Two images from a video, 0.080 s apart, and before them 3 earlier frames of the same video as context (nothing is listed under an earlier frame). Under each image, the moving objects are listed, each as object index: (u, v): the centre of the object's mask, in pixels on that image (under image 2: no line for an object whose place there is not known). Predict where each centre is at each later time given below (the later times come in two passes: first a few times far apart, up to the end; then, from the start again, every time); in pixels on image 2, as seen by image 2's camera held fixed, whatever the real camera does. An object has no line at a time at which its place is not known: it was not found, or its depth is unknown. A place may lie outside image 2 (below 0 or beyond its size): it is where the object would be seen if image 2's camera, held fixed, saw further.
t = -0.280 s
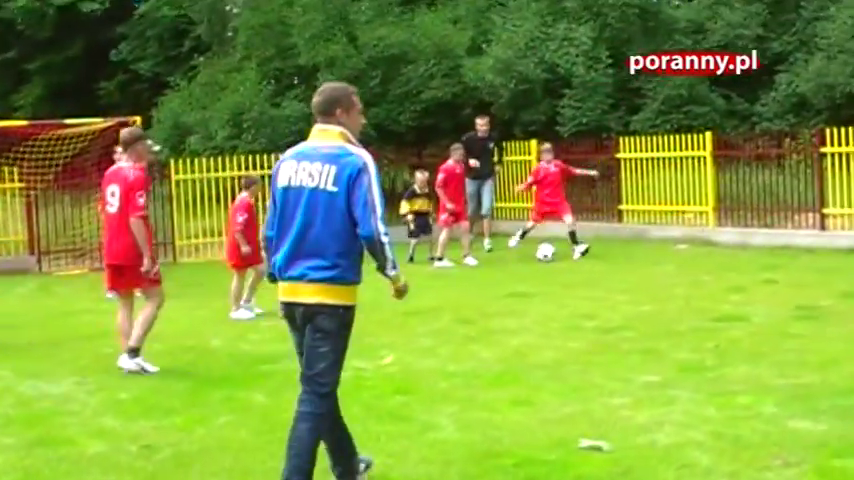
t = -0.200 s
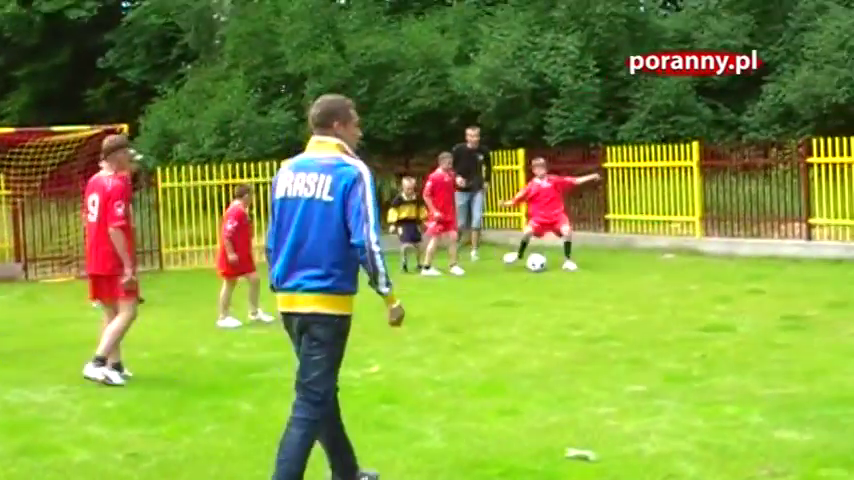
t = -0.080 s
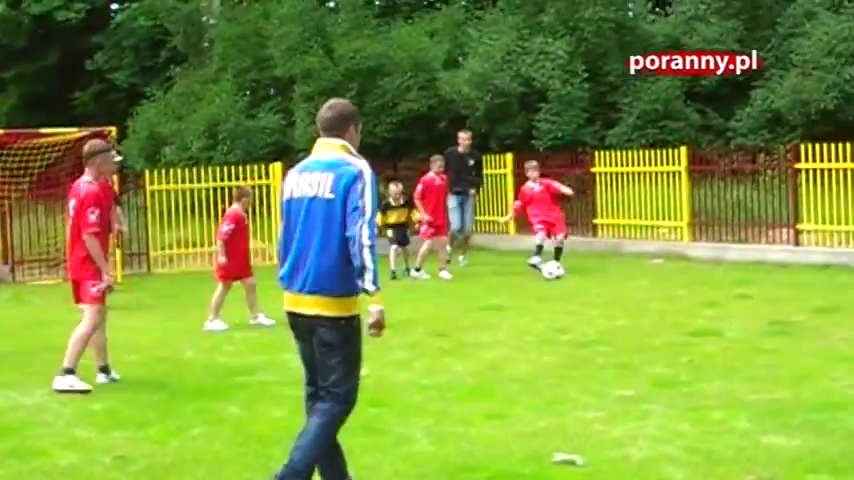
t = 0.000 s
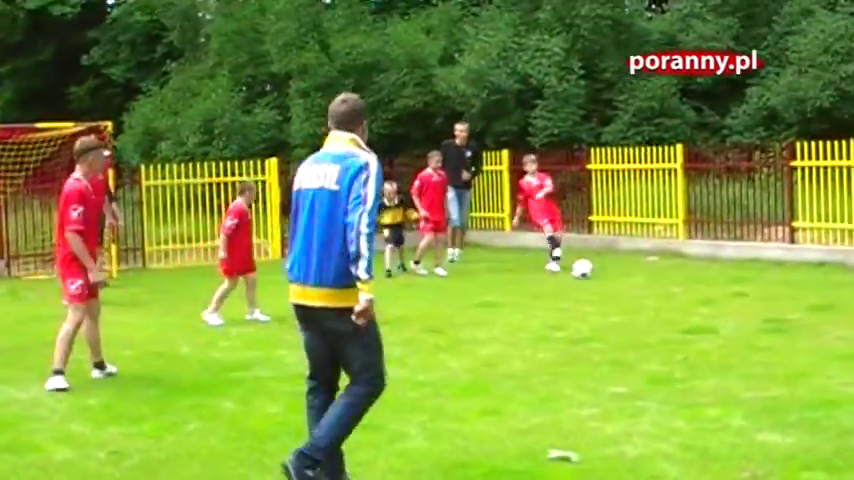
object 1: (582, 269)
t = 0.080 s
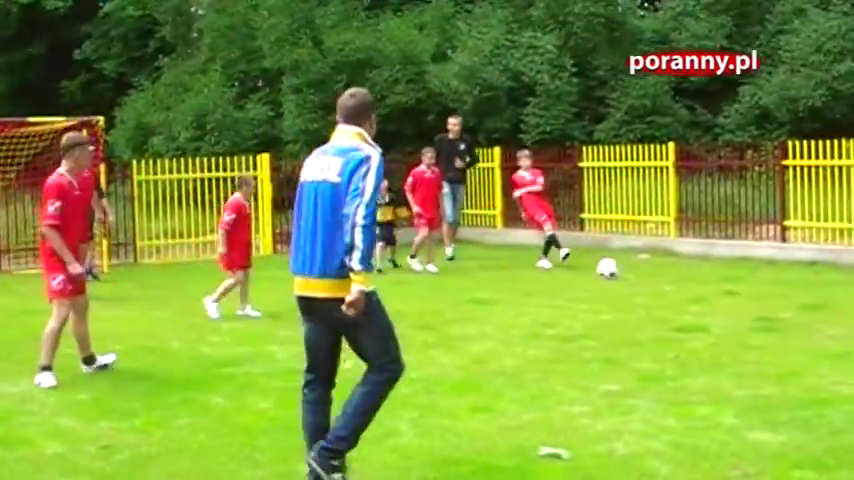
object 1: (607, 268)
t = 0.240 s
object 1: (674, 274)
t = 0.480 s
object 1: (767, 284)
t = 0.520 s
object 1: (784, 284)
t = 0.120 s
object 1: (625, 270)
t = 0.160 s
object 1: (642, 270)
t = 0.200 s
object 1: (658, 272)
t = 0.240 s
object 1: (674, 274)
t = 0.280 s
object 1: (690, 275)
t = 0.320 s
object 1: (706, 276)
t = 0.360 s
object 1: (721, 277)
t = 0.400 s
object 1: (736, 279)
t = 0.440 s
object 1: (752, 282)
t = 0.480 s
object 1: (767, 284)
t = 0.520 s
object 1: (784, 284)
